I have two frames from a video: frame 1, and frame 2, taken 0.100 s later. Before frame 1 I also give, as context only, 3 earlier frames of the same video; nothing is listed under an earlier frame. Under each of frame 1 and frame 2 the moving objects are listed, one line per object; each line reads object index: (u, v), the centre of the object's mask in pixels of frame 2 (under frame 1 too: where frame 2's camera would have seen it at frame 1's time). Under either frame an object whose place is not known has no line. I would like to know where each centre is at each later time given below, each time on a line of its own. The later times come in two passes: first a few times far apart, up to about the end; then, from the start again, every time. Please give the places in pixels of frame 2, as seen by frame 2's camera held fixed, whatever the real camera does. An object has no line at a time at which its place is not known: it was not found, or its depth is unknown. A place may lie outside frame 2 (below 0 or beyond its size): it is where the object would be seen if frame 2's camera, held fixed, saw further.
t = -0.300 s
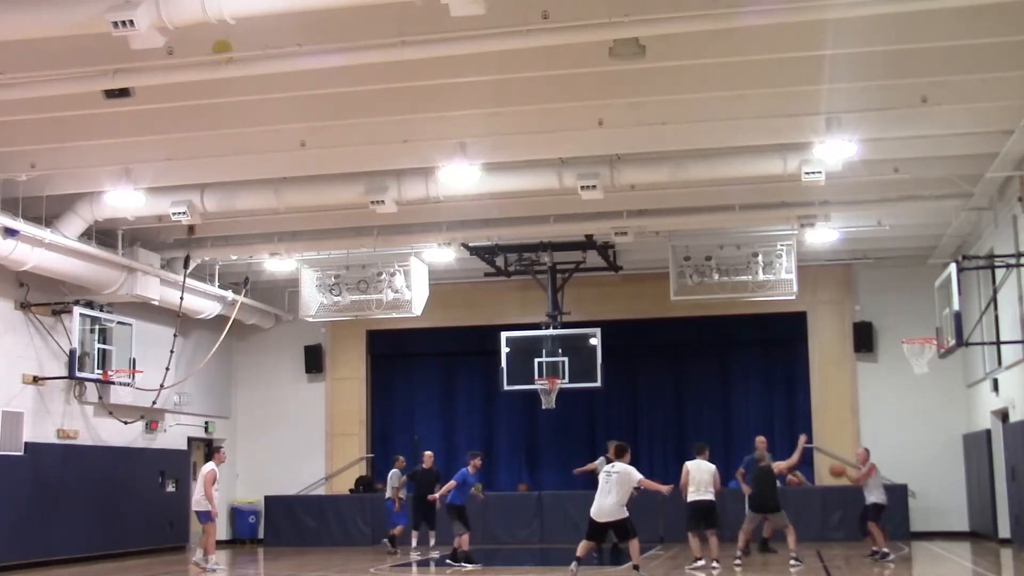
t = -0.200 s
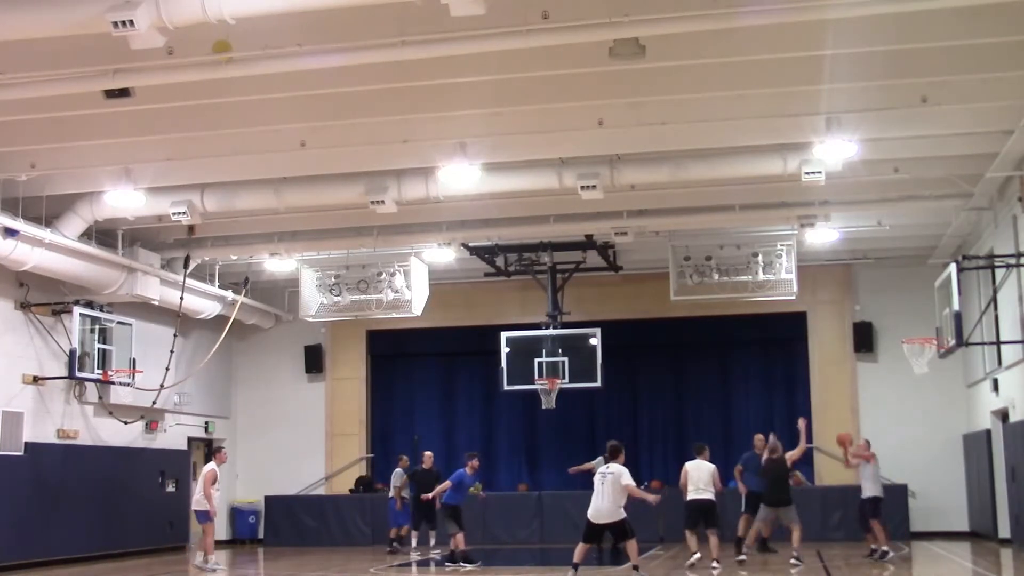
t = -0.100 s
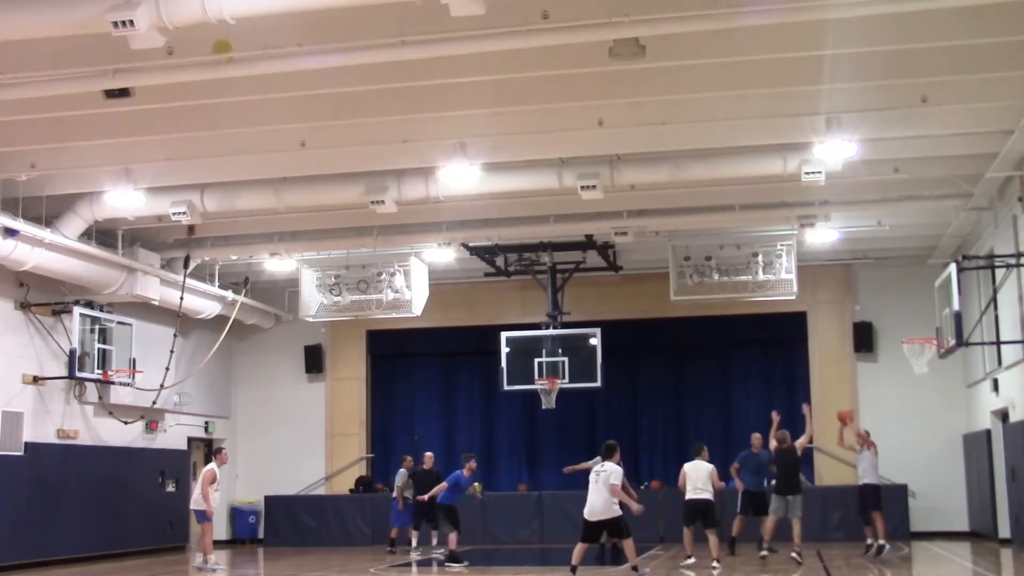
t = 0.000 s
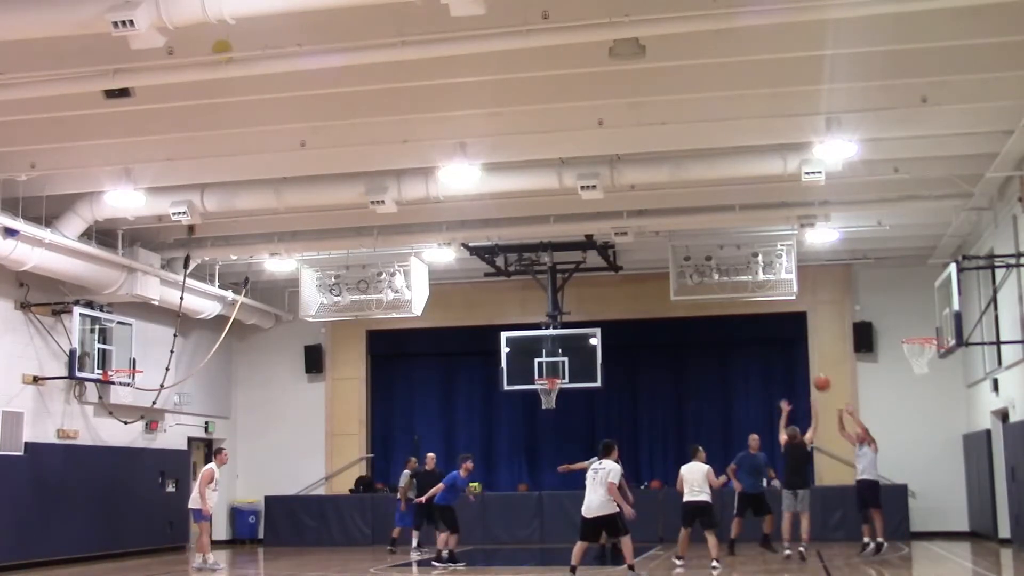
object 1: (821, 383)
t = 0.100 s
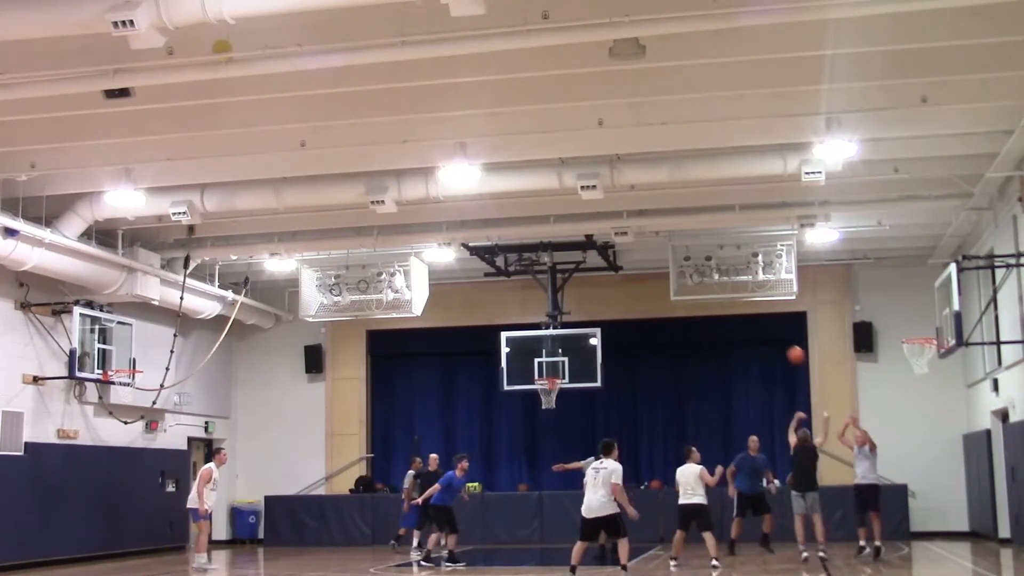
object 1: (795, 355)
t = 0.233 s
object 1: (761, 327)
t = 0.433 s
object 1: (708, 309)
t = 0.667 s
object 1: (644, 323)
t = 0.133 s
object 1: (787, 347)
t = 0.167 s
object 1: (778, 340)
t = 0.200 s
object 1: (770, 334)
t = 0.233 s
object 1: (761, 327)
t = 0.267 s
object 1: (752, 323)
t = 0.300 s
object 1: (744, 319)
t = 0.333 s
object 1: (735, 315)
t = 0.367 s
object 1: (726, 312)
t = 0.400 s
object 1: (717, 310)
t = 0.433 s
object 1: (708, 309)
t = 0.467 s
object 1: (699, 308)
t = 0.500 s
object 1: (691, 309)
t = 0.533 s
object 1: (681, 310)
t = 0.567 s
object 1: (672, 312)
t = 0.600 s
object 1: (663, 315)
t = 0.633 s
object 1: (653, 318)
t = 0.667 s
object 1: (644, 323)
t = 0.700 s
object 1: (635, 328)
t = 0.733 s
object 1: (625, 334)
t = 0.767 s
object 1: (616, 341)
